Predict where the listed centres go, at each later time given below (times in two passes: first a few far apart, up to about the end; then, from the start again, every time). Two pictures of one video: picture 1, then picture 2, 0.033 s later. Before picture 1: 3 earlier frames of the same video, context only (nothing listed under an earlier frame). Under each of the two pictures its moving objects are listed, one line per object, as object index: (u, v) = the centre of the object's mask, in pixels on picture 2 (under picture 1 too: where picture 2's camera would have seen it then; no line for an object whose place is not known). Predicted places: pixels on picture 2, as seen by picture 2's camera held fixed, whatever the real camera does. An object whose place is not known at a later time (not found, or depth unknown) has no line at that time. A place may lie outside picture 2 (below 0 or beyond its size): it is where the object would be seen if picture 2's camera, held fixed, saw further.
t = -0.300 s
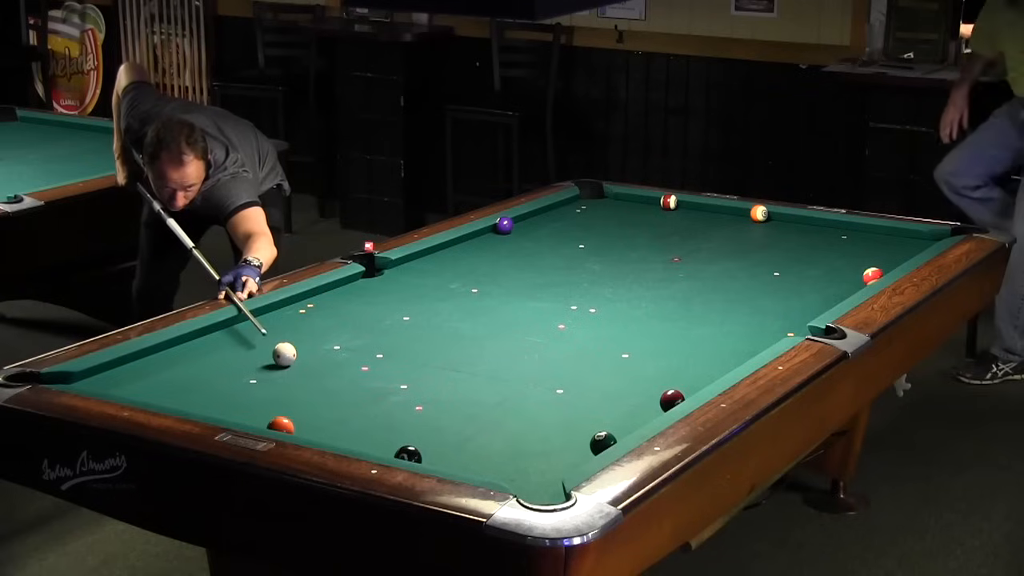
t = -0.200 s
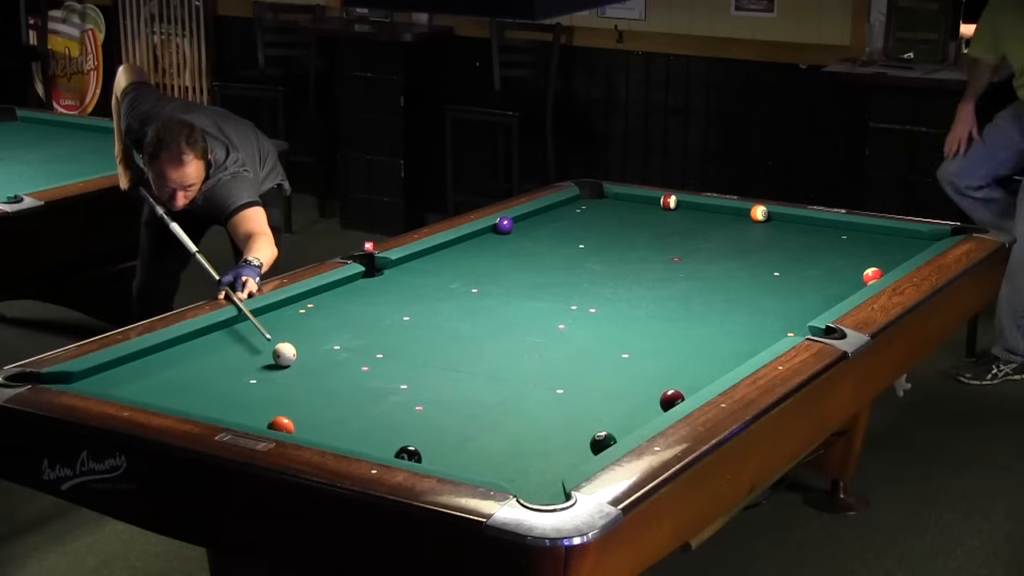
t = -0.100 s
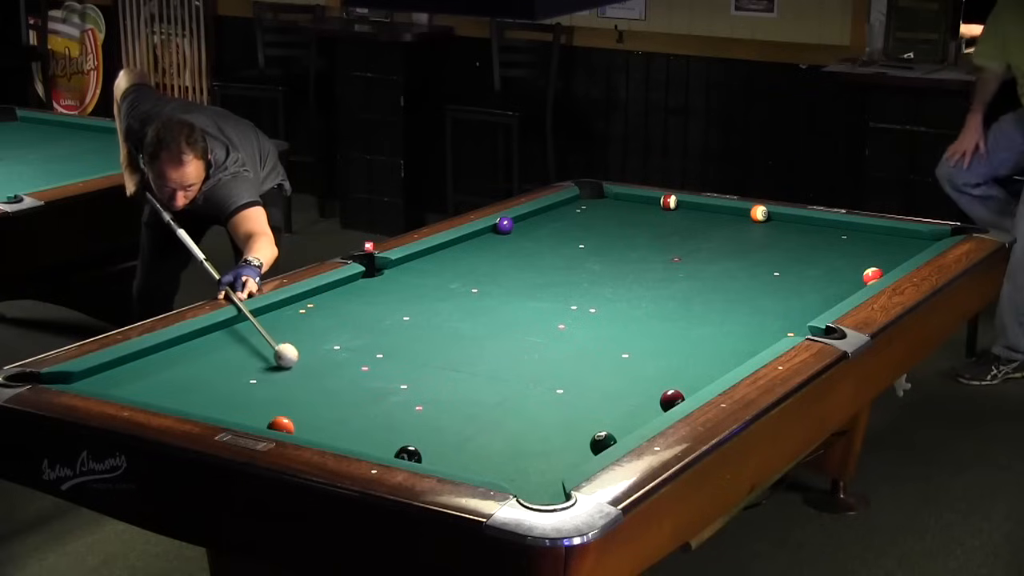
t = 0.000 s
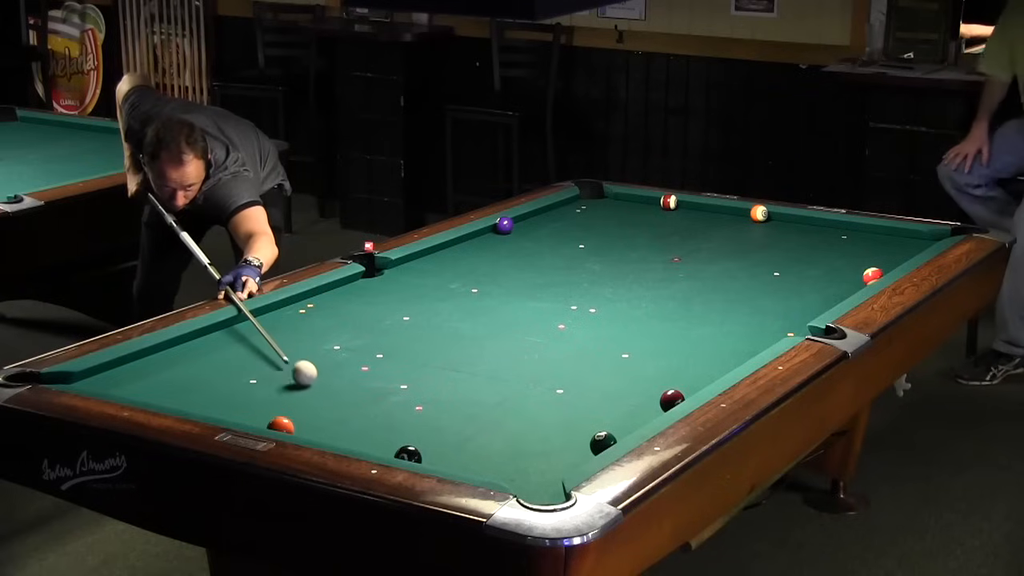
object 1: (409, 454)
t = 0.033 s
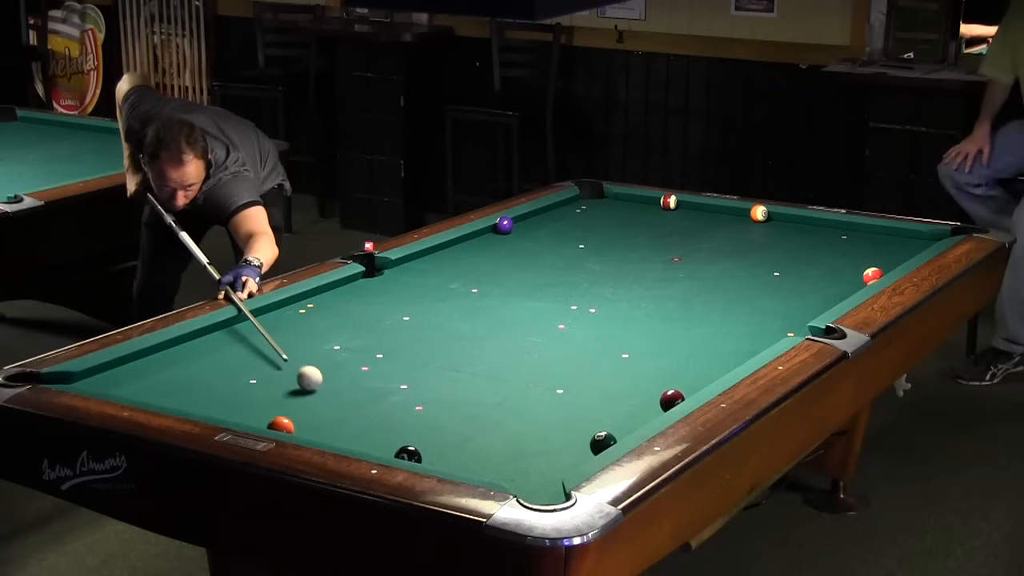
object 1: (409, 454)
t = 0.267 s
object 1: (409, 454)
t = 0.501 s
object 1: (411, 454)
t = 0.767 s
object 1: (479, 468)
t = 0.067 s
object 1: (409, 454)
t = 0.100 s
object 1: (409, 454)
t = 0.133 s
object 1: (409, 454)
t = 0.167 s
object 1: (409, 454)
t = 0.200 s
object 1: (409, 454)
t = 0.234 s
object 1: (409, 454)
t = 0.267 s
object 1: (409, 454)
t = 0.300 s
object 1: (409, 454)
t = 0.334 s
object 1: (409, 454)
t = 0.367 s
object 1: (409, 454)
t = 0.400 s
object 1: (409, 454)
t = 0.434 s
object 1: (409, 454)
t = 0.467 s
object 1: (409, 454)
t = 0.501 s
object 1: (411, 454)
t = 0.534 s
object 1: (422, 457)
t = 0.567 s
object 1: (431, 458)
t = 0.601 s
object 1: (439, 460)
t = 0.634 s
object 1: (447, 462)
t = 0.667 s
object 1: (455, 463)
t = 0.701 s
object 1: (463, 465)
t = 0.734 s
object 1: (471, 467)
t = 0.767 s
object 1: (479, 468)
